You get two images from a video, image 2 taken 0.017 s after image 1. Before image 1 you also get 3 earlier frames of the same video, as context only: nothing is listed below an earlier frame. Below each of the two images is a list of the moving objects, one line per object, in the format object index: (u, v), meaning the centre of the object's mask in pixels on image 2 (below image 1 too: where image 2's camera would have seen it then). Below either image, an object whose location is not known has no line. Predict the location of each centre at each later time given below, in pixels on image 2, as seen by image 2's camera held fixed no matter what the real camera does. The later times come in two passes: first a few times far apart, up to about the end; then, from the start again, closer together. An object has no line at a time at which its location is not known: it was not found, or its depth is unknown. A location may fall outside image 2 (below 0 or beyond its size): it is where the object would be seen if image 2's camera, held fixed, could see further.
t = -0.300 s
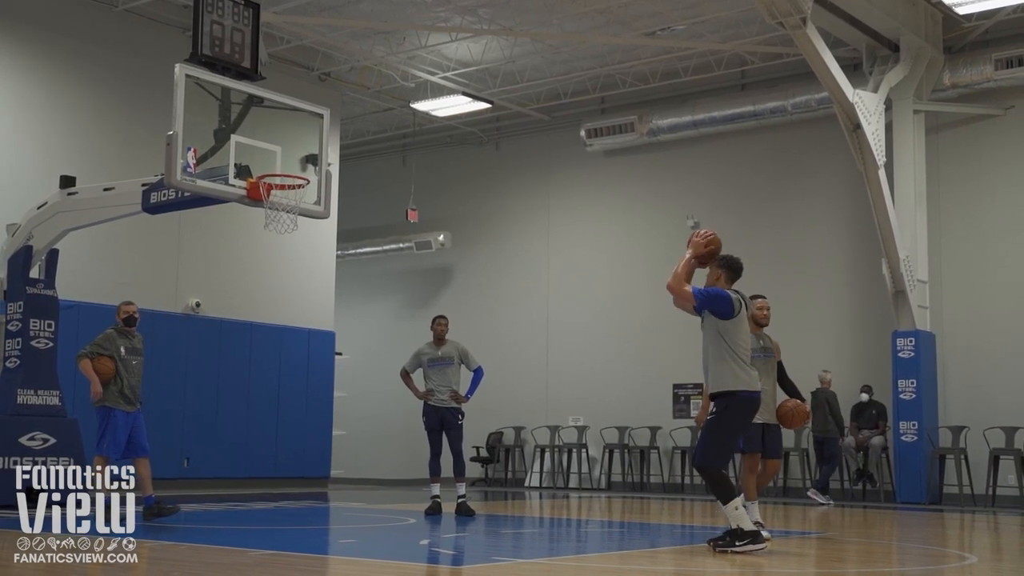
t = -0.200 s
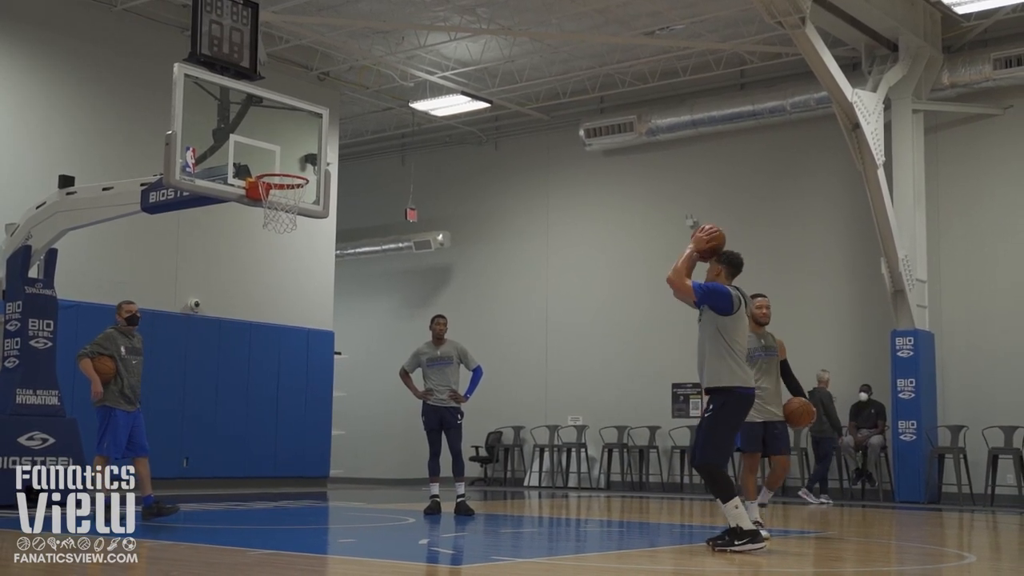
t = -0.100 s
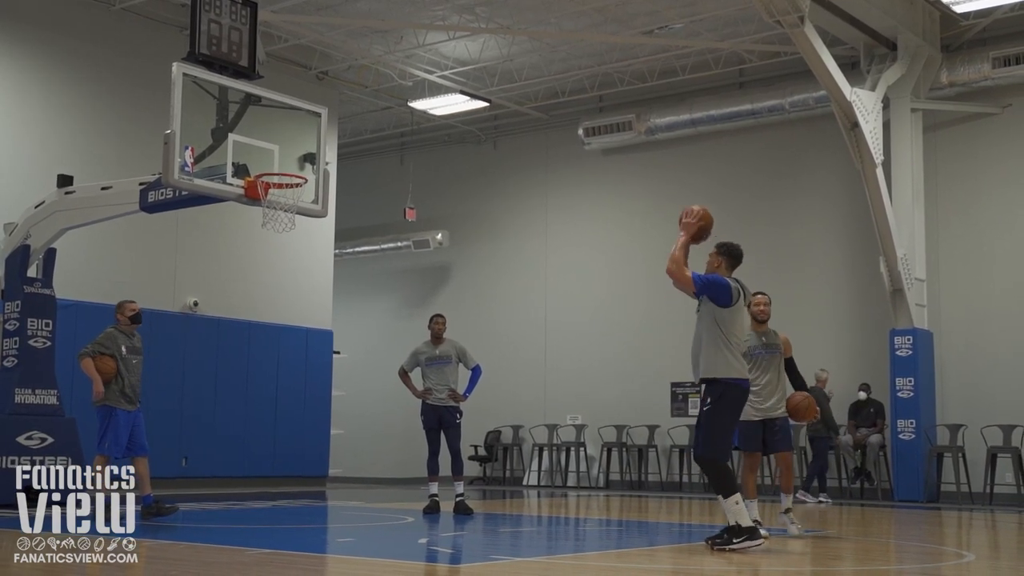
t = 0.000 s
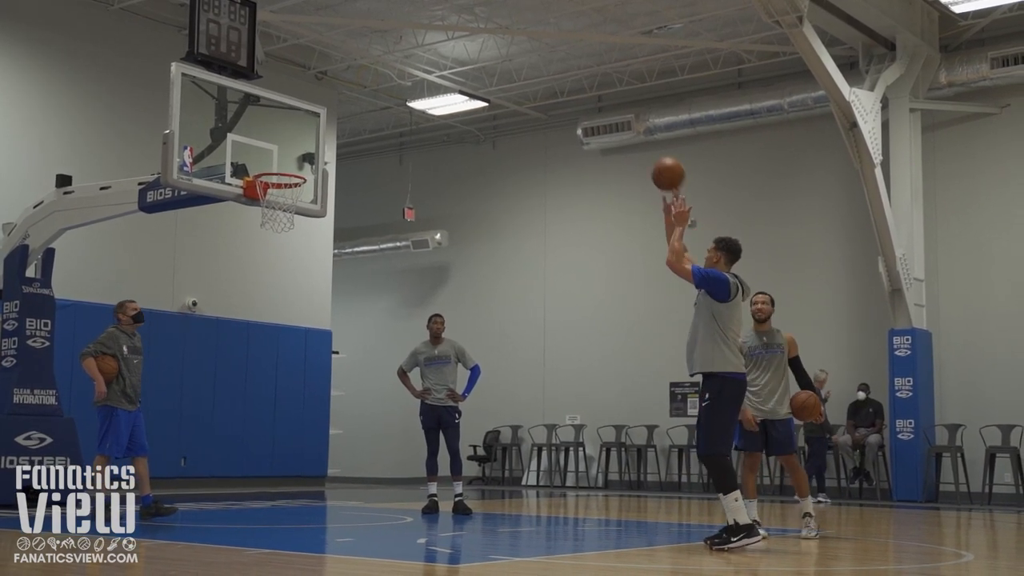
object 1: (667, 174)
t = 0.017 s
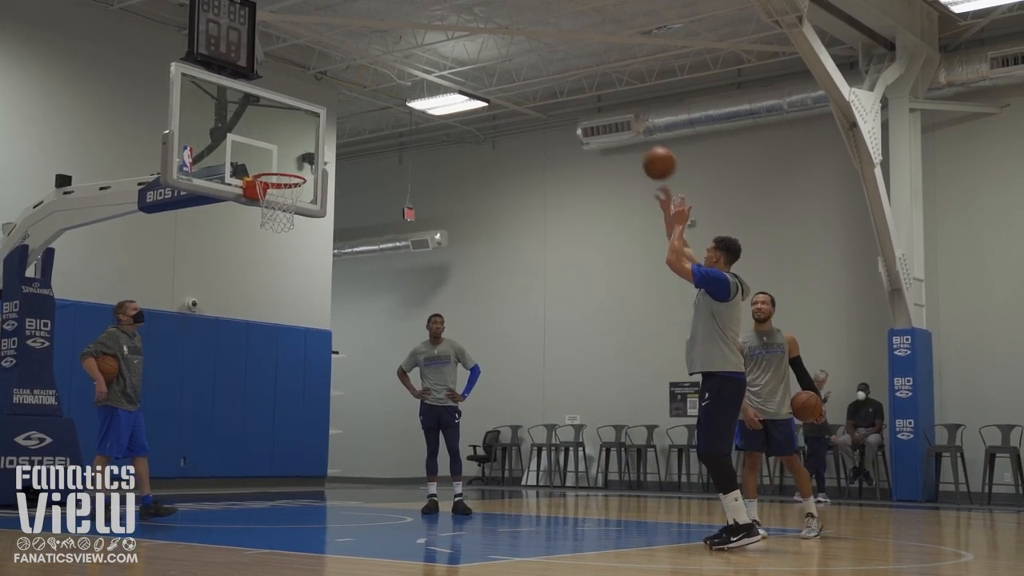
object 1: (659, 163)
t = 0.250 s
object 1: (549, 63)
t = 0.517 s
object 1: (442, 39)
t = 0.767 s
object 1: (353, 88)
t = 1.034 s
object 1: (270, 198)
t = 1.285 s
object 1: (262, 282)
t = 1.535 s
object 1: (254, 430)
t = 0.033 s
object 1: (651, 153)
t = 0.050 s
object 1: (642, 143)
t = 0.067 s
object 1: (634, 134)
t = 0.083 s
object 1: (626, 125)
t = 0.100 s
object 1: (618, 117)
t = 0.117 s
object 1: (610, 109)
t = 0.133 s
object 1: (602, 102)
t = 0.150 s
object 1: (594, 95)
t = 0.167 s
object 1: (587, 89)
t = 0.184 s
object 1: (579, 83)
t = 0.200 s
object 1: (572, 77)
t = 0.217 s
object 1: (564, 72)
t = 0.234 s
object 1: (557, 67)
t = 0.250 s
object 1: (549, 63)
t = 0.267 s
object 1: (542, 58)
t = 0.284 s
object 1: (535, 55)
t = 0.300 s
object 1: (528, 51)
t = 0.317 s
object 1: (521, 49)
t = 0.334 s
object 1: (514, 46)
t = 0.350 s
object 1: (507, 44)
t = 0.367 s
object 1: (501, 42)
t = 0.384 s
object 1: (494, 40)
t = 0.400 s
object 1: (487, 39)
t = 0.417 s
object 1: (480, 38)
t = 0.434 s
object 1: (474, 37)
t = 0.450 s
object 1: (467, 37)
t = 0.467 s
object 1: (461, 37)
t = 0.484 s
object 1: (454, 37)
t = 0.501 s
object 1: (449, 38)
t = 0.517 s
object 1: (442, 39)
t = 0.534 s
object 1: (435, 40)
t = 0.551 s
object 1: (429, 42)
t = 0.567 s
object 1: (423, 43)
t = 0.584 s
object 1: (417, 46)
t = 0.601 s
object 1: (411, 48)
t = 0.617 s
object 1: (405, 51)
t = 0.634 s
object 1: (399, 54)
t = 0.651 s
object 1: (393, 57)
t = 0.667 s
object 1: (387, 61)
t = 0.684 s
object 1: (382, 64)
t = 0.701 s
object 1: (375, 69)
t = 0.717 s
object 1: (370, 73)
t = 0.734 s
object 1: (364, 78)
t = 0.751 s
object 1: (359, 83)
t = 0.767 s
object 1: (353, 88)
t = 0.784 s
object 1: (347, 93)
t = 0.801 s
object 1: (342, 99)
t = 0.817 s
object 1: (336, 105)
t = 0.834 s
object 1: (331, 111)
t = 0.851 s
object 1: (325, 118)
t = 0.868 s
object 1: (319, 124)
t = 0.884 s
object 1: (314, 131)
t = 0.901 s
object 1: (308, 139)
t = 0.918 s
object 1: (303, 146)
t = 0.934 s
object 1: (300, 150)
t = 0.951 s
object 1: (295, 157)
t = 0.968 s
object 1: (290, 164)
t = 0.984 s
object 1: (284, 171)
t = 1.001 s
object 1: (279, 181)
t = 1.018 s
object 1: (273, 191)
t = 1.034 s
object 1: (270, 198)
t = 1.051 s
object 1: (265, 203)
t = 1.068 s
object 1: (266, 210)
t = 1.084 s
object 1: (266, 214)
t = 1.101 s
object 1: (266, 219)
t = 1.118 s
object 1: (266, 222)
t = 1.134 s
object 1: (266, 226)
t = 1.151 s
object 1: (265, 231)
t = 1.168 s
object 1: (265, 237)
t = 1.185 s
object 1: (265, 243)
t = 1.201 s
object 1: (264, 248)
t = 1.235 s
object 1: (263, 261)
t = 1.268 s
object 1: (262, 275)
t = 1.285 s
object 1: (262, 282)
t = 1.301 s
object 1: (261, 290)
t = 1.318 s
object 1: (261, 298)
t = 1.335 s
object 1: (260, 306)
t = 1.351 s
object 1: (261, 314)
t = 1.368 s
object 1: (260, 323)
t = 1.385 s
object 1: (260, 333)
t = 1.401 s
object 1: (260, 342)
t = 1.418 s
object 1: (258, 352)
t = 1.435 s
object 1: (258, 362)
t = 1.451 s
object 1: (257, 372)
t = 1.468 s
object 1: (256, 383)
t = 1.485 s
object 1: (256, 394)
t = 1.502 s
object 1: (256, 405)
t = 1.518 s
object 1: (255, 418)
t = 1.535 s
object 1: (254, 430)
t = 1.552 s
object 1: (254, 442)
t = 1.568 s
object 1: (253, 455)
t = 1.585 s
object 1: (252, 467)
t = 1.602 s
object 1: (251, 481)
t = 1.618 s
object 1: (252, 494)
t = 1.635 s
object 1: (252, 505)
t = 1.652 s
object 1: (252, 494)
